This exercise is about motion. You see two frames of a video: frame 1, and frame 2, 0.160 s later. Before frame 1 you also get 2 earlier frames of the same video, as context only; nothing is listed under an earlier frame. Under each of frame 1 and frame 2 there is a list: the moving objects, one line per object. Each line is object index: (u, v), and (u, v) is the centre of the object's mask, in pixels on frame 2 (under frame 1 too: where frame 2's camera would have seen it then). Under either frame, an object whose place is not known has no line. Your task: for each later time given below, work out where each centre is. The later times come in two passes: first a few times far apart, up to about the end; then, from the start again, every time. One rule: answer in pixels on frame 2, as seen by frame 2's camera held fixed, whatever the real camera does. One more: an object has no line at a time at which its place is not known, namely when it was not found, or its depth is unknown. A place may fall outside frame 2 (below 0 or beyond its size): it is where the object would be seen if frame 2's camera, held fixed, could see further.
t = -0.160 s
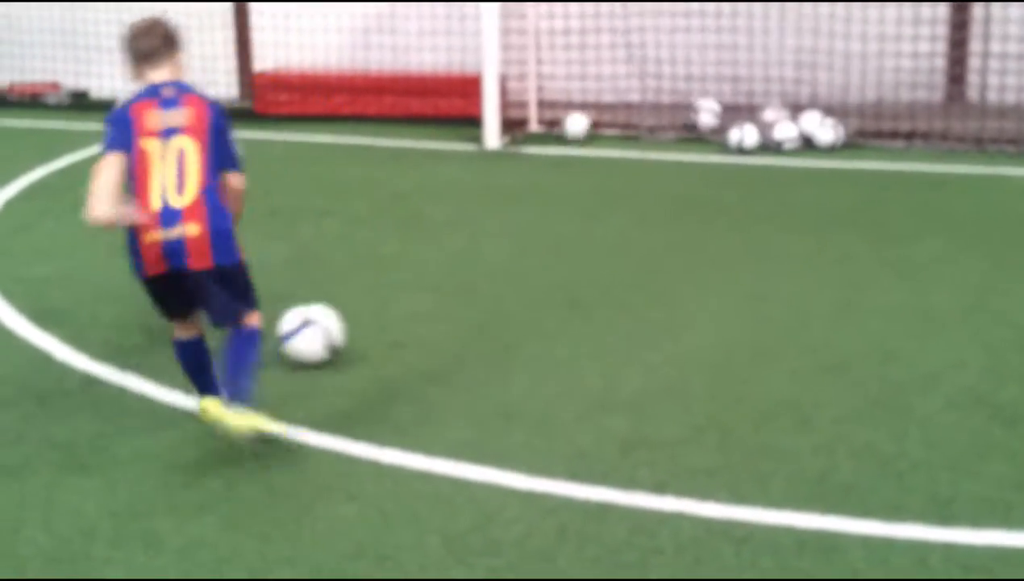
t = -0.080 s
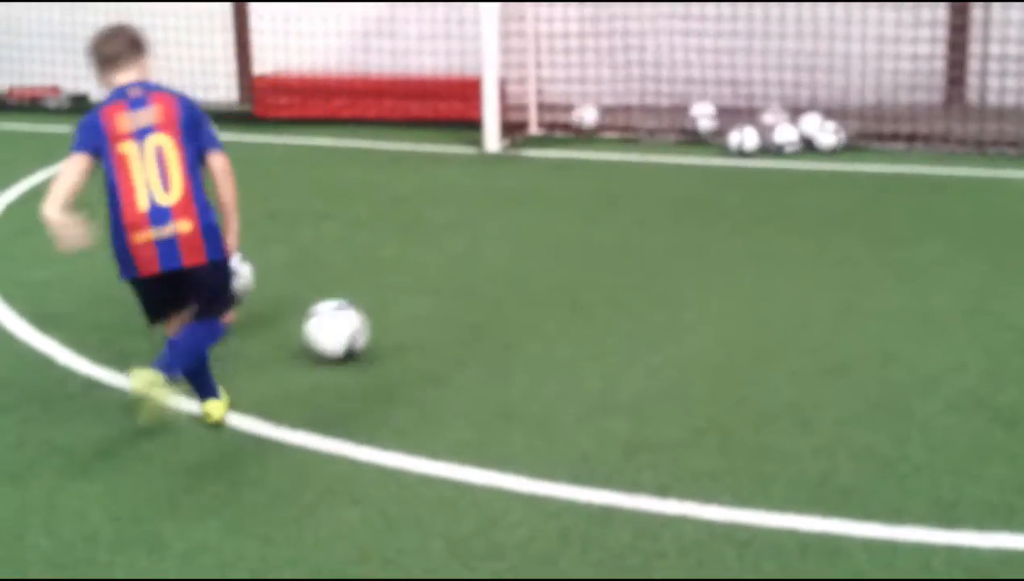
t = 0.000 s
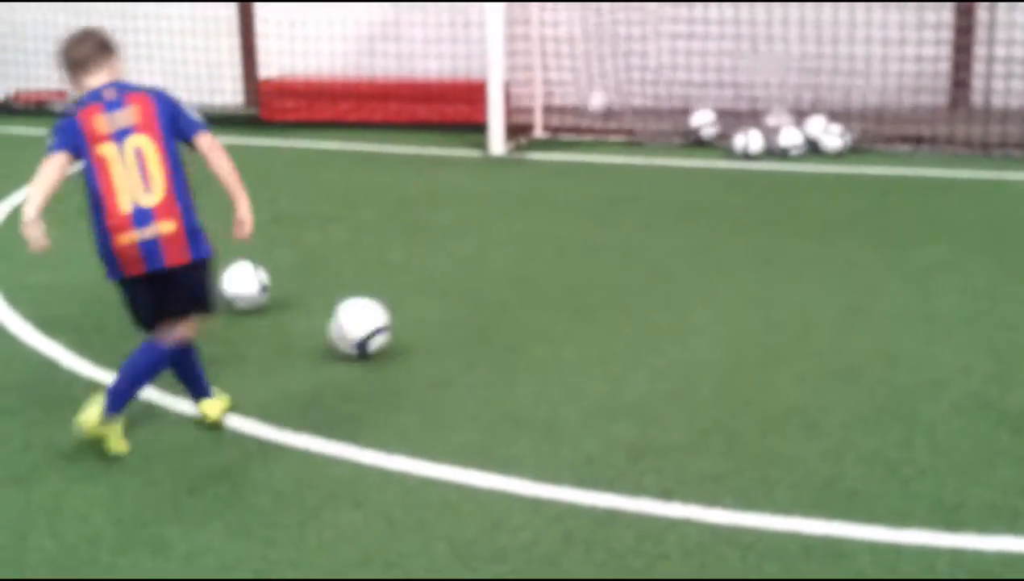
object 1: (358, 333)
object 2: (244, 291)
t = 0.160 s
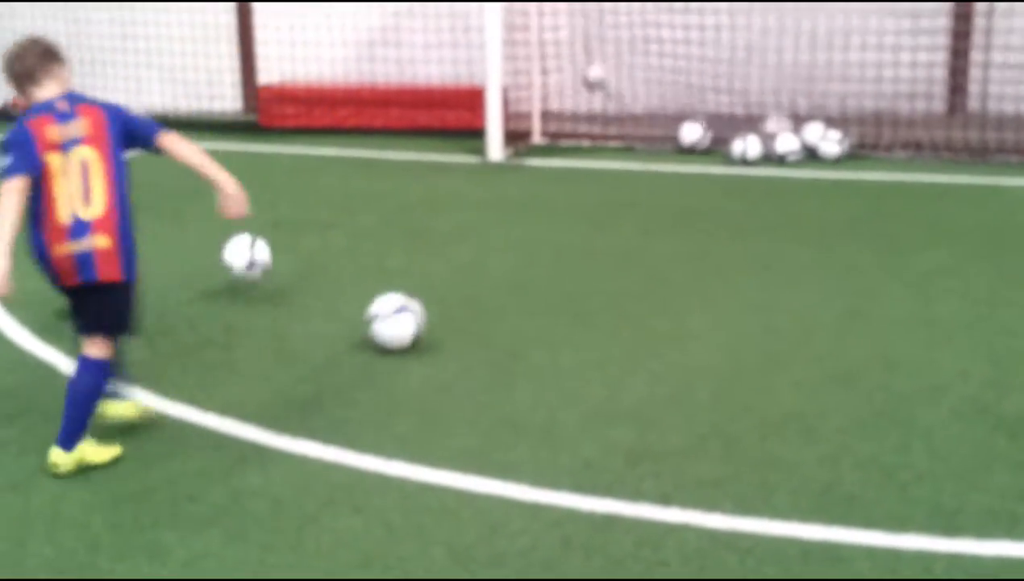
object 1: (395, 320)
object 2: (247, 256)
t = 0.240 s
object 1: (413, 316)
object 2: (249, 260)
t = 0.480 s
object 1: (463, 299)
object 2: (263, 249)
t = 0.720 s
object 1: (504, 286)
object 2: (274, 233)
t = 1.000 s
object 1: (549, 272)
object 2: (284, 215)
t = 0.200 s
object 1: (404, 318)
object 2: (247, 255)
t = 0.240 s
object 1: (413, 316)
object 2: (249, 260)
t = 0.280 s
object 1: (421, 314)
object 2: (251, 265)
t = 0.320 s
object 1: (430, 310)
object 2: (253, 261)
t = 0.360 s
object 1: (438, 308)
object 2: (256, 254)
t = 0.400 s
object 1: (446, 306)
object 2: (258, 250)
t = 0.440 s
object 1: (454, 303)
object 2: (260, 250)
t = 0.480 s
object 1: (463, 299)
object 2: (263, 249)
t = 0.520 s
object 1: (470, 298)
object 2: (264, 245)
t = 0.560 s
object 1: (477, 295)
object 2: (267, 243)
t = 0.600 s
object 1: (484, 292)
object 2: (268, 241)
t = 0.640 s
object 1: (491, 290)
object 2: (271, 239)
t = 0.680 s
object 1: (498, 288)
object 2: (273, 236)
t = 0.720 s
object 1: (504, 286)
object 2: (274, 233)
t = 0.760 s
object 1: (512, 283)
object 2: (277, 230)
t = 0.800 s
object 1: (518, 281)
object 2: (278, 228)
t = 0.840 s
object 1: (523, 279)
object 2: (279, 225)
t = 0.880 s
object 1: (530, 278)
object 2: (281, 222)
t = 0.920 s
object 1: (537, 275)
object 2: (282, 219)
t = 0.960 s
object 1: (543, 273)
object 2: (283, 217)
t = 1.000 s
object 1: (549, 272)
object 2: (284, 215)
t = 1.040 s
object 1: (555, 270)
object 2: (285, 213)
